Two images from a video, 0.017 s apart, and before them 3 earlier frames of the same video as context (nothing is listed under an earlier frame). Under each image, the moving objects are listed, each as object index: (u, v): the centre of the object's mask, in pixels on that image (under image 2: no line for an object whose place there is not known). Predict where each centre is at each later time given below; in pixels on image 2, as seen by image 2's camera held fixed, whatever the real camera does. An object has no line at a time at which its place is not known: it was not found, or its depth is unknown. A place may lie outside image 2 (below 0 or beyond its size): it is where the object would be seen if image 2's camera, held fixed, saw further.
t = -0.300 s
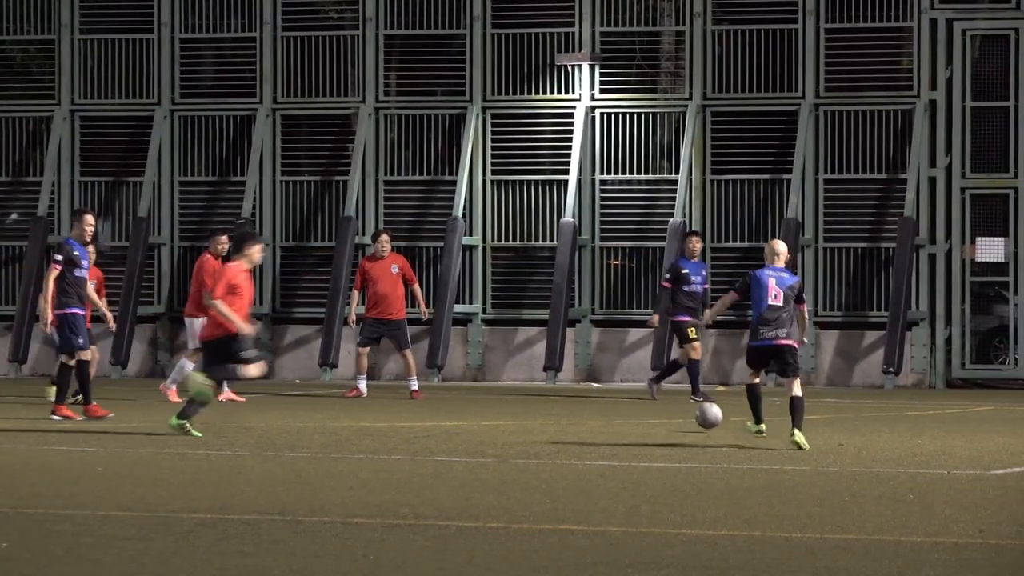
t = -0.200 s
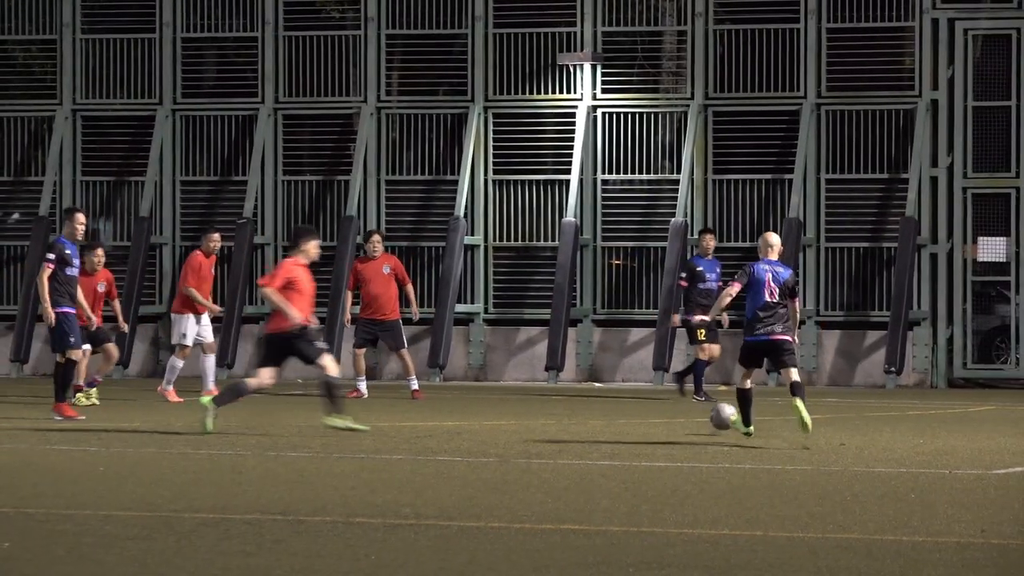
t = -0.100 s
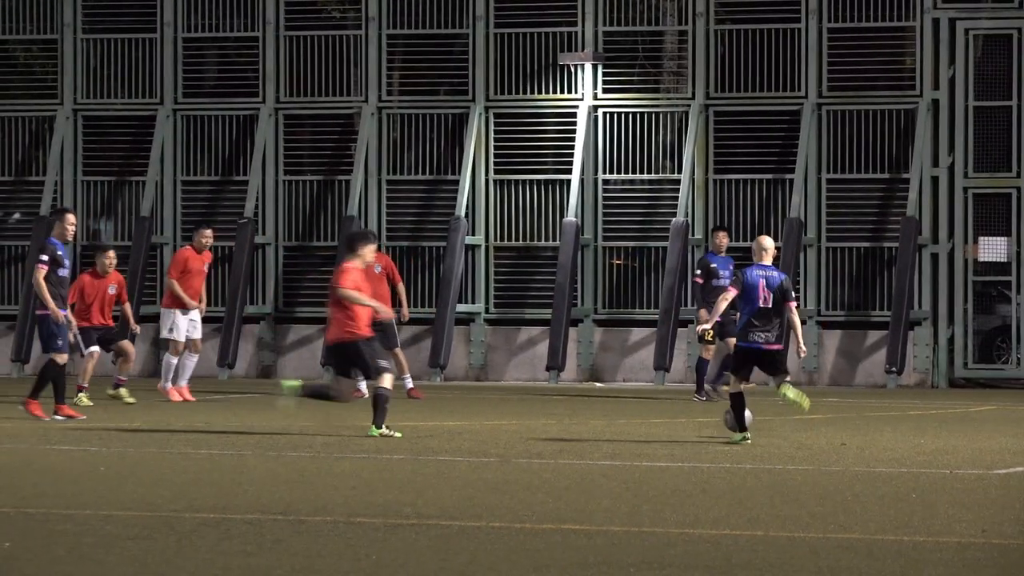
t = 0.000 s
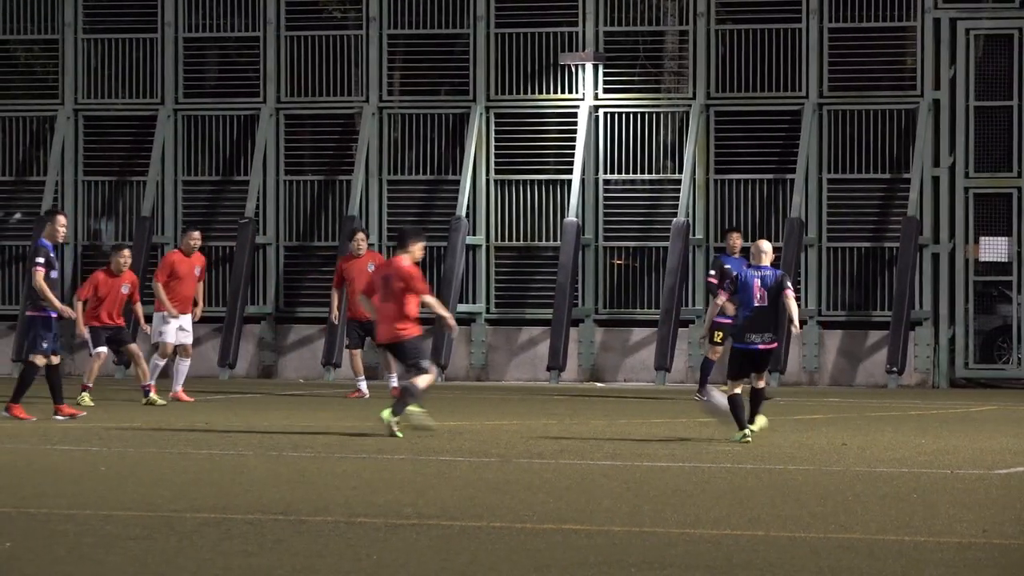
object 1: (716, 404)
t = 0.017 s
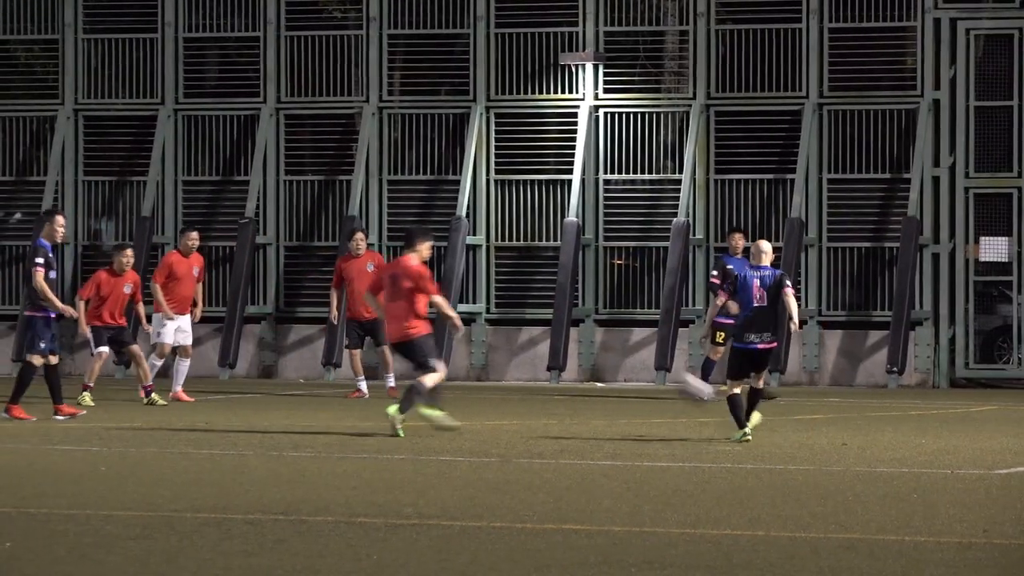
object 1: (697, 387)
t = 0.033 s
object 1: (668, 373)
